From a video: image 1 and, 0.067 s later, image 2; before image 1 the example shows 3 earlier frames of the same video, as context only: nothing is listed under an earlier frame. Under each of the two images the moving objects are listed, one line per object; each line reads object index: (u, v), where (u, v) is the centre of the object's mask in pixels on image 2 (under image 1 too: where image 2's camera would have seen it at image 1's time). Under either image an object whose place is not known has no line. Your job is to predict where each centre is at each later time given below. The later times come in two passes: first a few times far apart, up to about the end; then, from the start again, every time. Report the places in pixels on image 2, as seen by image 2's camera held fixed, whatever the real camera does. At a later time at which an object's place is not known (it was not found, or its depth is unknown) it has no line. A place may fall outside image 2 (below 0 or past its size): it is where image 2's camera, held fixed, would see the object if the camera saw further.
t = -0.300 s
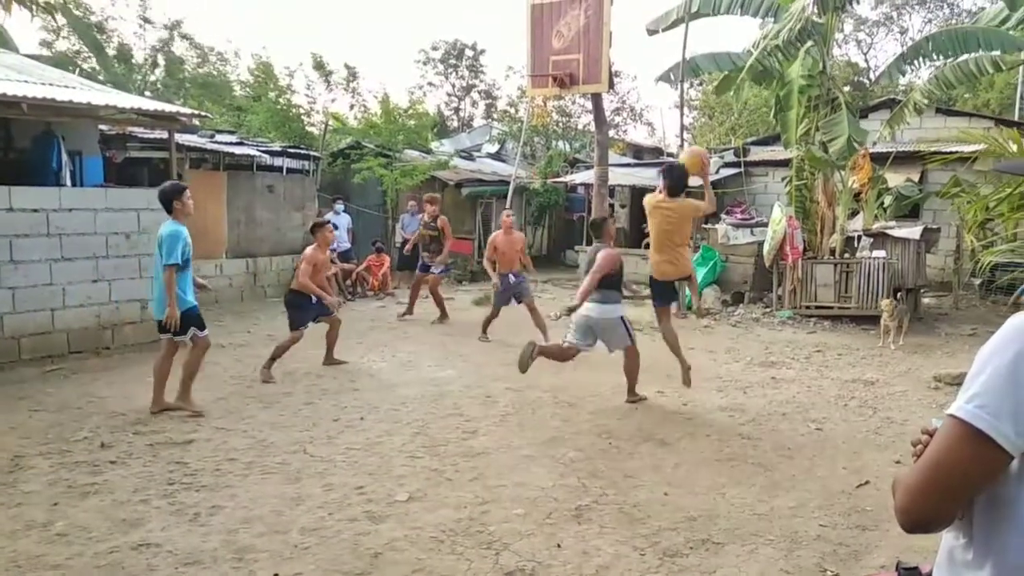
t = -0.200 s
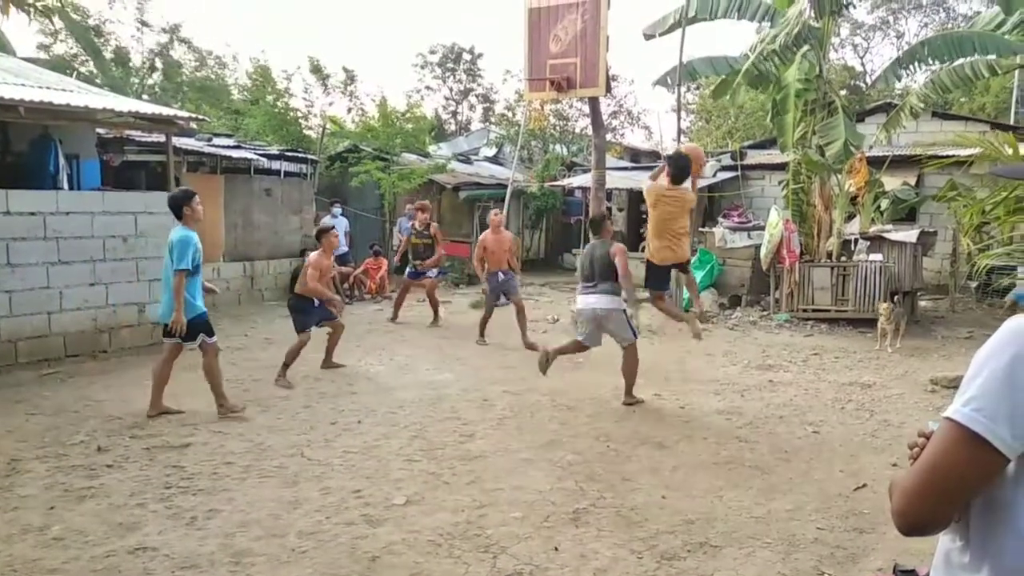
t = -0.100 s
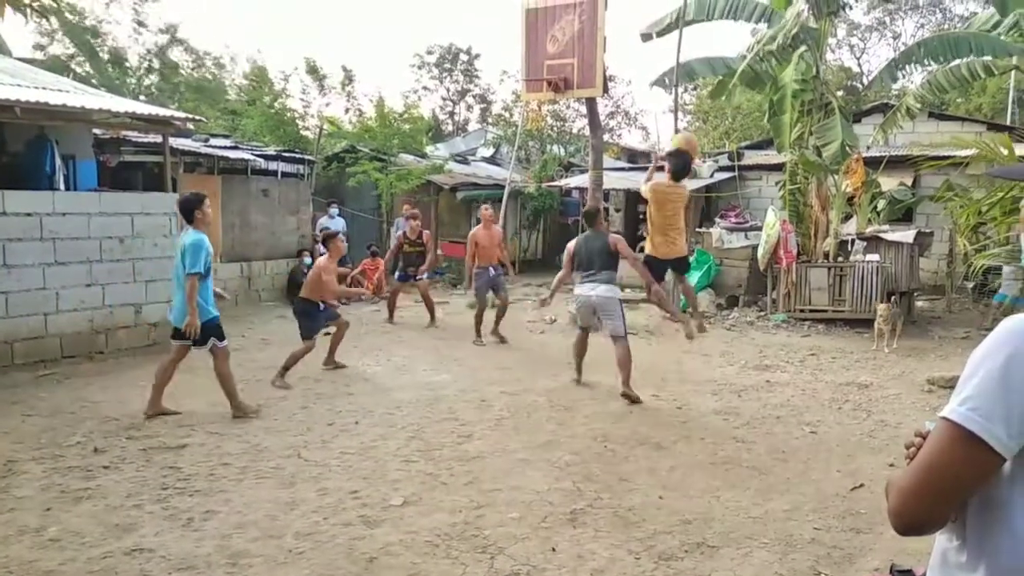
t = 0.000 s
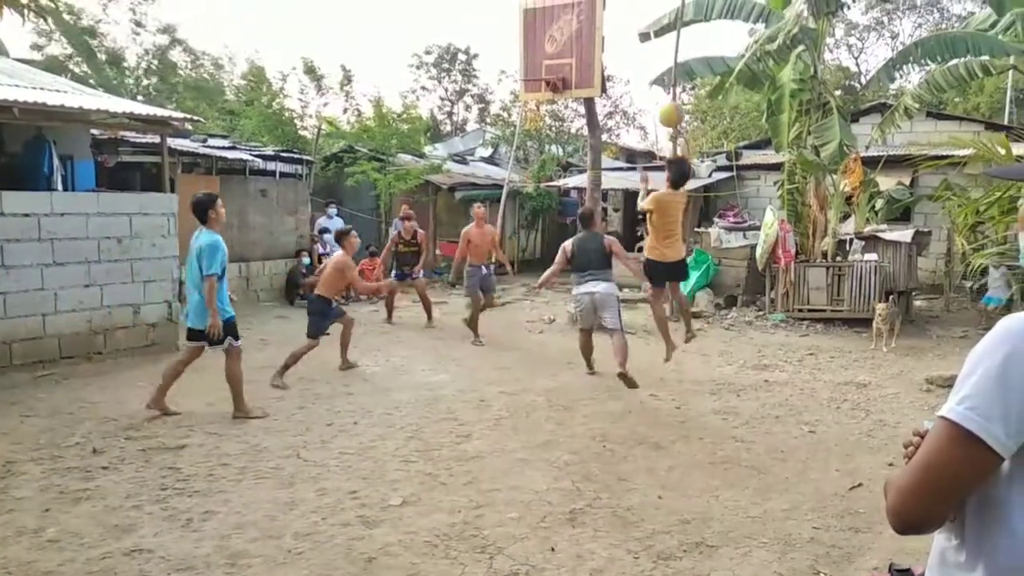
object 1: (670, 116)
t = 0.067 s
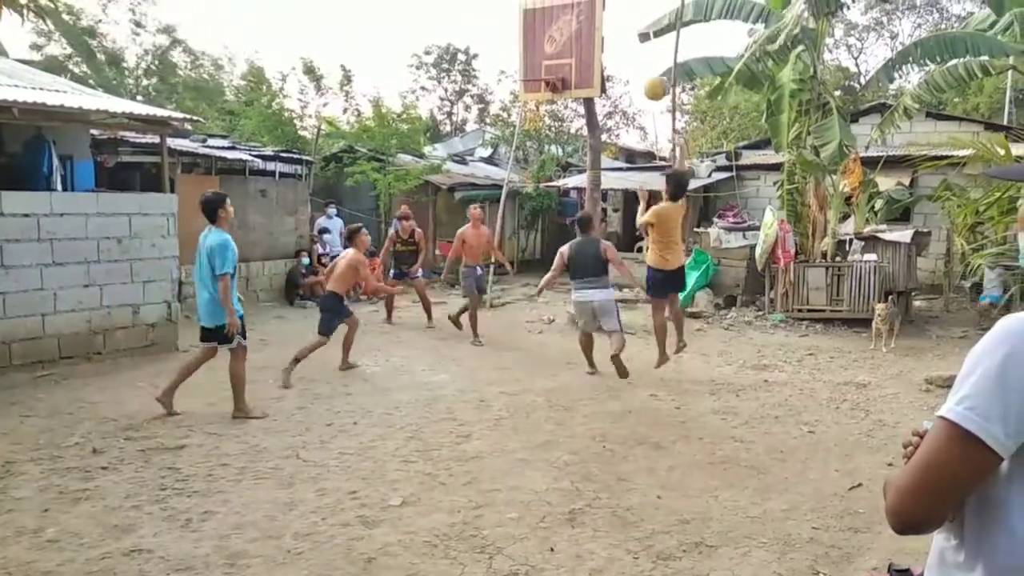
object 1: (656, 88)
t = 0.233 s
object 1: (621, 48)
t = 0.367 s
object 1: (594, 38)
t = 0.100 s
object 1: (649, 78)
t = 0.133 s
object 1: (641, 67)
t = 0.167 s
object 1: (634, 60)
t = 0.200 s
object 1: (627, 53)
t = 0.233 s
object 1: (621, 48)
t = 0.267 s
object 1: (614, 44)
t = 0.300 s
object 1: (608, 40)
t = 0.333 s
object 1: (600, 38)
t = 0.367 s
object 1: (594, 38)
